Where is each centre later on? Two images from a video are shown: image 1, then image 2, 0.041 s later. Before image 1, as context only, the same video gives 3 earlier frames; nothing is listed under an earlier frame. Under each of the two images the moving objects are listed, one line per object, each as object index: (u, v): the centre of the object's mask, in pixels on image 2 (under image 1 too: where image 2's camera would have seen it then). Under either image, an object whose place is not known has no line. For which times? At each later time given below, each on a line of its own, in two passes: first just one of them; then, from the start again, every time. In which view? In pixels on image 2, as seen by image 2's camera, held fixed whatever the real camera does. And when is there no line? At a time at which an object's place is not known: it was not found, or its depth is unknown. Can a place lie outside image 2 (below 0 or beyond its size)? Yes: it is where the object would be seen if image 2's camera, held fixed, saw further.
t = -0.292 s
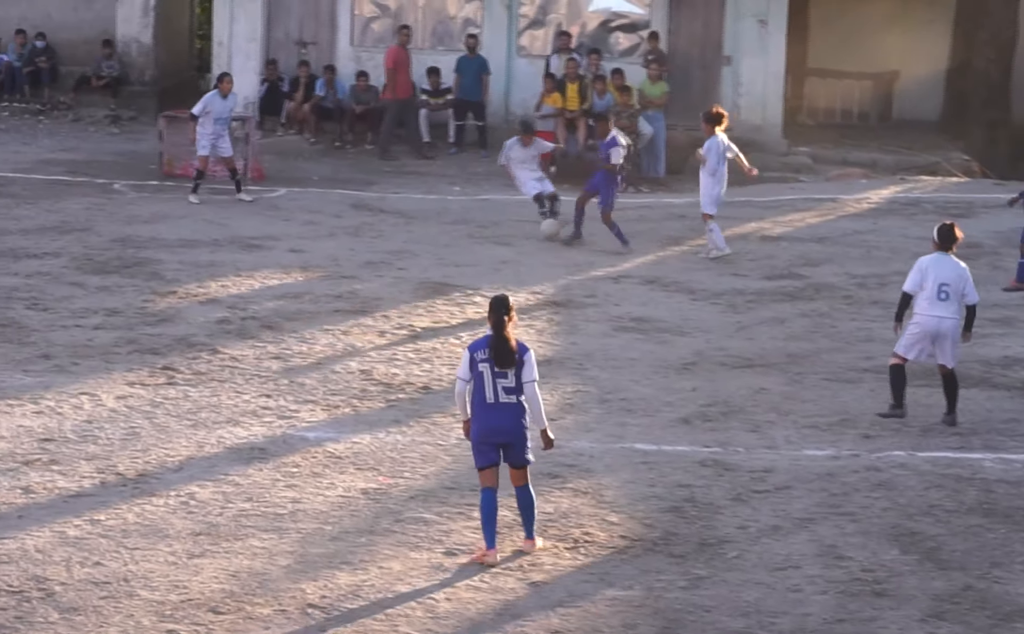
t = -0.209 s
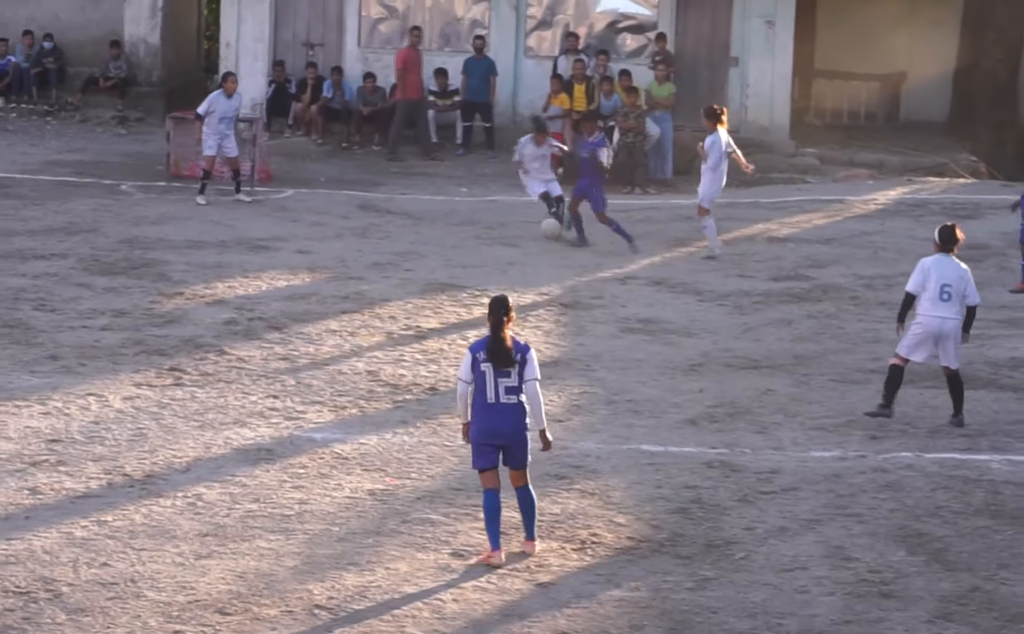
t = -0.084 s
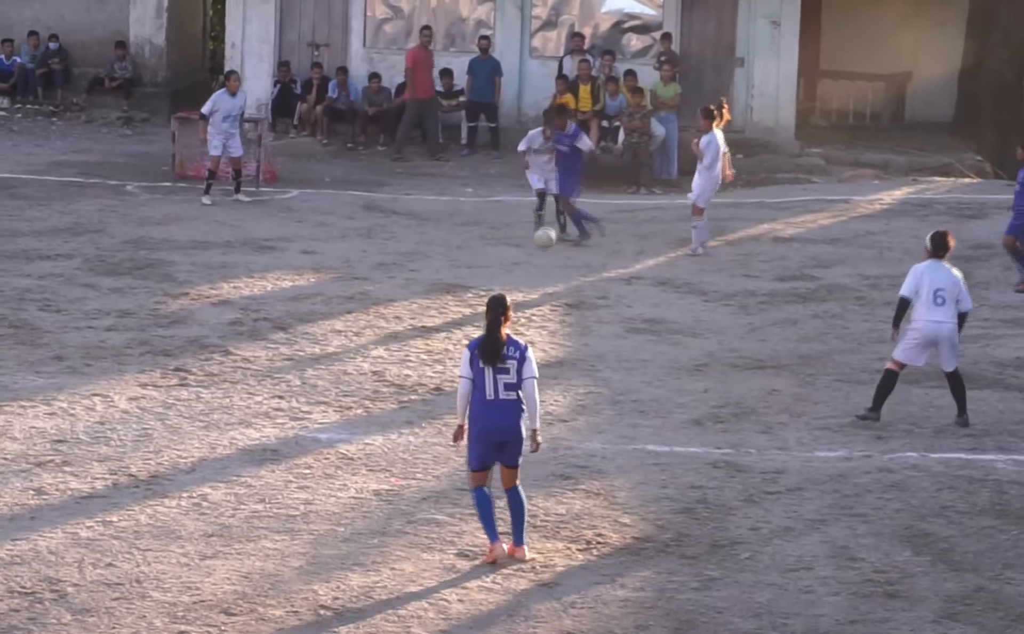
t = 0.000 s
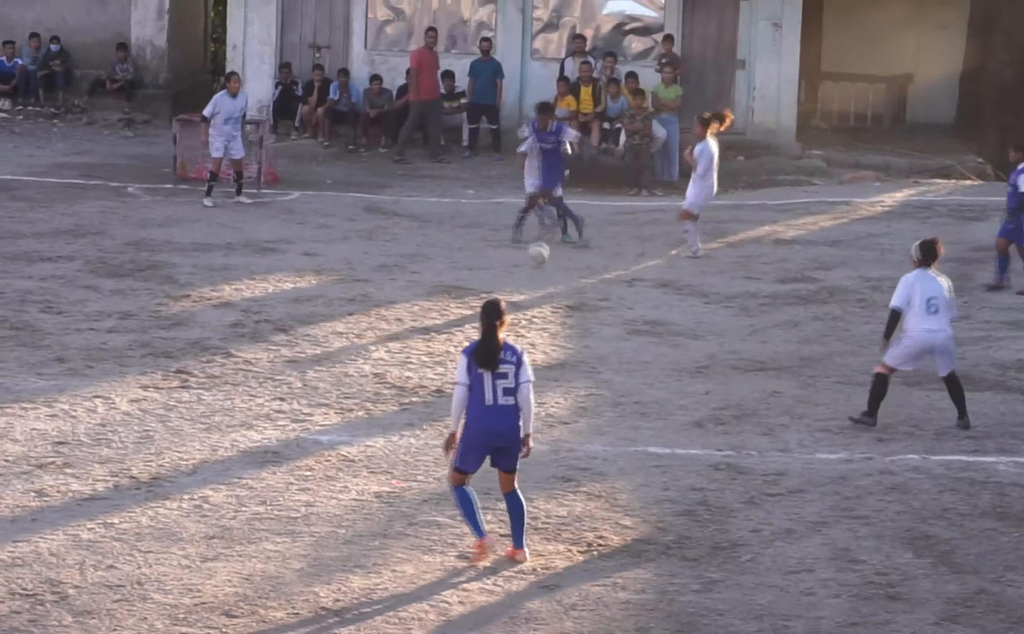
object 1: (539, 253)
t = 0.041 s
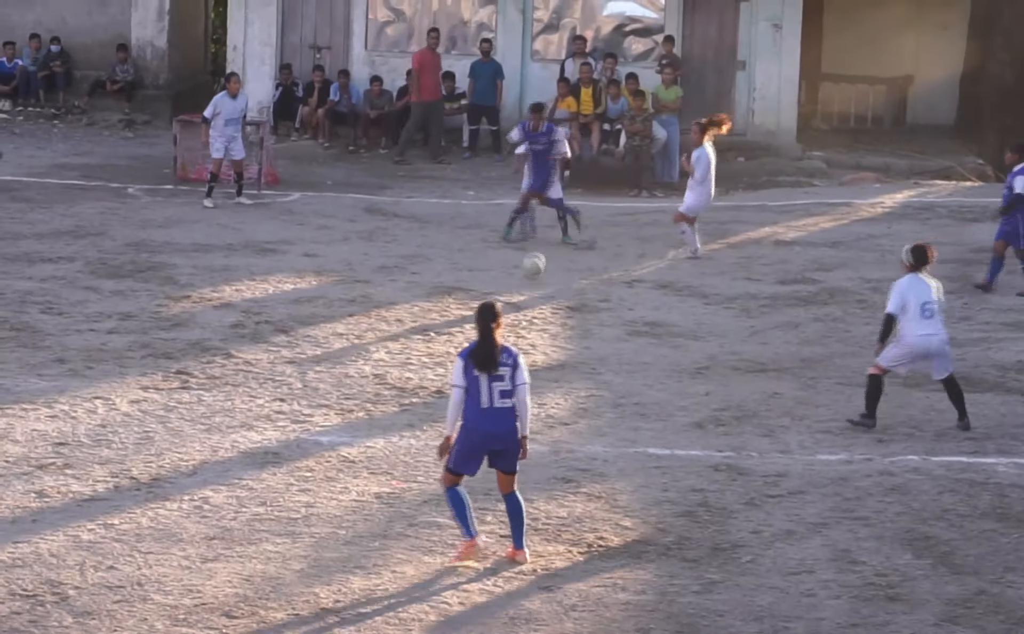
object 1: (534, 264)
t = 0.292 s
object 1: (539, 286)
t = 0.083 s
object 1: (530, 275)
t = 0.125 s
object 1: (529, 280)
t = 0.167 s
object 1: (529, 284)
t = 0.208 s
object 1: (531, 288)
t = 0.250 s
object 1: (534, 289)
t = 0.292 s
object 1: (539, 286)
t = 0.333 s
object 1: (544, 287)
